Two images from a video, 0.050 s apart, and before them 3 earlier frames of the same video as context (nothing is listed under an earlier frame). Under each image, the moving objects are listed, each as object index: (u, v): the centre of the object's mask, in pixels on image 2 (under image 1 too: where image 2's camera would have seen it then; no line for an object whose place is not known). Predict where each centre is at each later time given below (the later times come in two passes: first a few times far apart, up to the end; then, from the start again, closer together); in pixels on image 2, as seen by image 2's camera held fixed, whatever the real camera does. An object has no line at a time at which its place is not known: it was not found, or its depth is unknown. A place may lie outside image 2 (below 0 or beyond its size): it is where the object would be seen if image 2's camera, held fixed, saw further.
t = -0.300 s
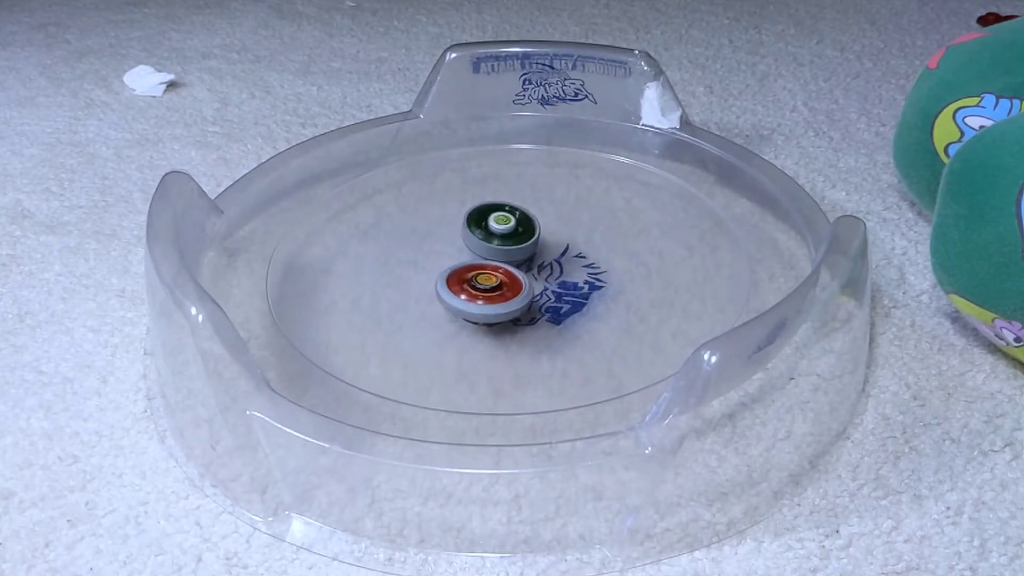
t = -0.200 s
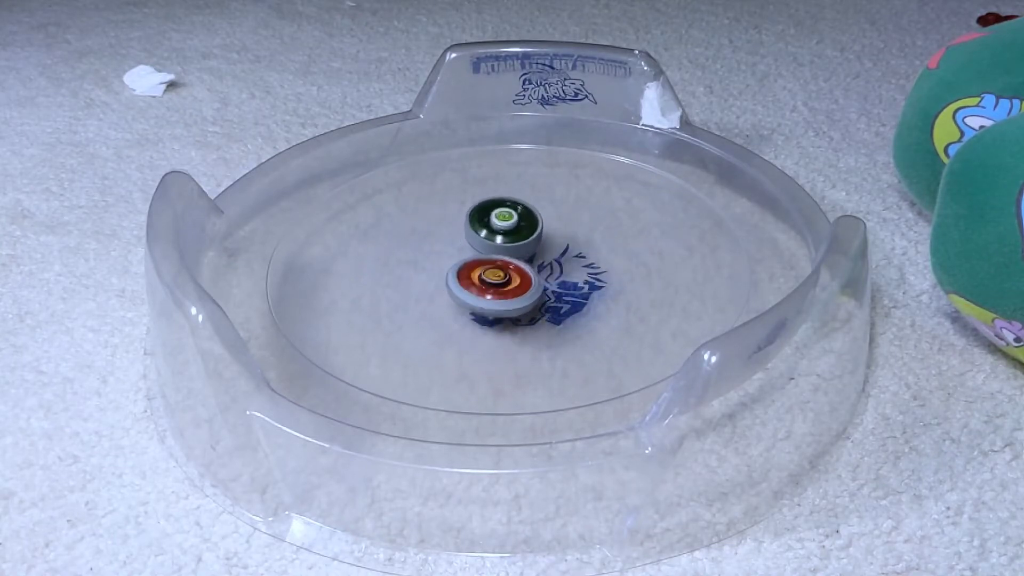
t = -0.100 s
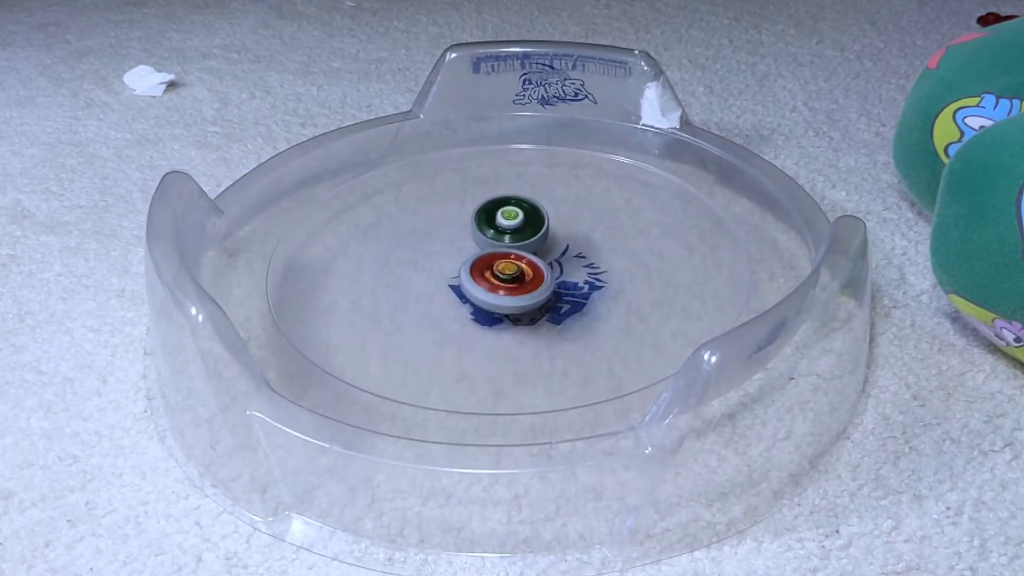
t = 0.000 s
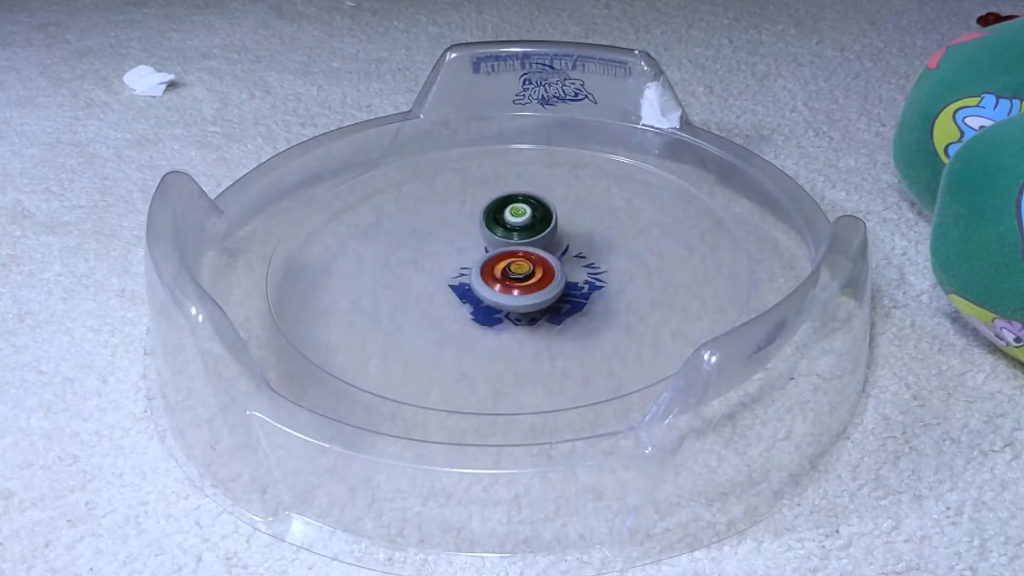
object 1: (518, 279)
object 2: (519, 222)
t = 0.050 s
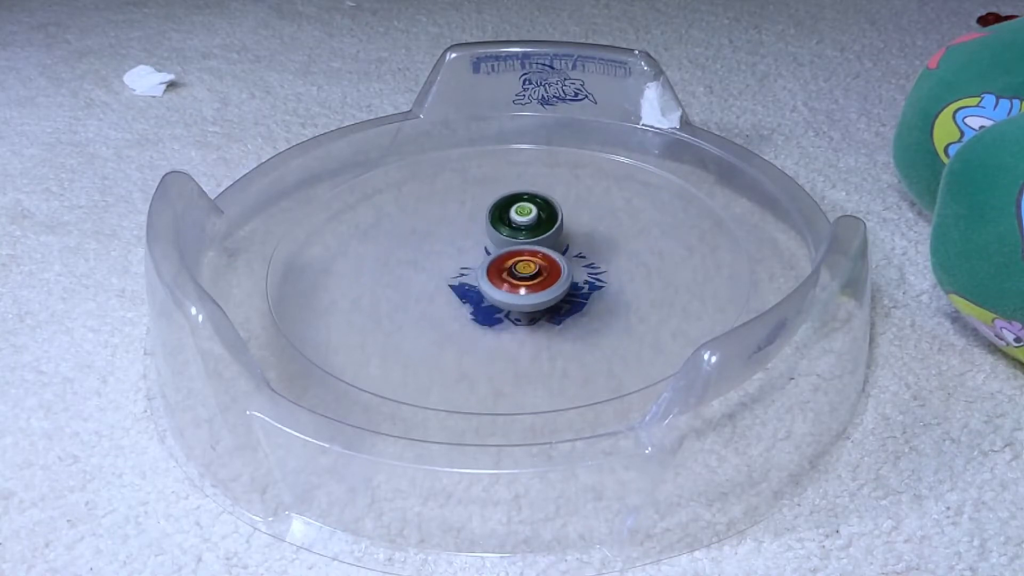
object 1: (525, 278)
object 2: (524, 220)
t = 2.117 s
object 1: (647, 253)
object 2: (455, 240)
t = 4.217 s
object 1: (484, 227)
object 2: (514, 293)
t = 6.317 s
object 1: (481, 301)
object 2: (575, 251)
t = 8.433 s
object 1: (582, 261)
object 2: (491, 235)
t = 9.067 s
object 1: (560, 269)
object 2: (468, 250)
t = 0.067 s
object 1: (527, 277)
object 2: (525, 221)
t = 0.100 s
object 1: (531, 276)
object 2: (529, 221)
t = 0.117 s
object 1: (535, 276)
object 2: (529, 221)
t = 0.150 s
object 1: (538, 274)
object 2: (532, 221)
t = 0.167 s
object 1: (541, 277)
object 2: (532, 221)
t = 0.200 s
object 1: (545, 282)
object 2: (536, 220)
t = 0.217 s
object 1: (546, 282)
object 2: (537, 219)
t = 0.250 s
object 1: (550, 283)
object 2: (540, 219)
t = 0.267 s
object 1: (552, 284)
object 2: (540, 220)
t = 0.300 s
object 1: (556, 284)
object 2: (543, 220)
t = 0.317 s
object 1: (557, 284)
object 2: (543, 221)
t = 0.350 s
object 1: (561, 285)
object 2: (545, 222)
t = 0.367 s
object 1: (561, 285)
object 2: (544, 223)
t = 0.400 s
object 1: (565, 285)
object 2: (546, 225)
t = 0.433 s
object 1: (567, 285)
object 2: (546, 226)
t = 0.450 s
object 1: (567, 285)
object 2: (547, 228)
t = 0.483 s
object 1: (569, 285)
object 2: (546, 230)
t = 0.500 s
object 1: (569, 285)
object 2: (546, 232)
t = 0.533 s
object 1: (571, 284)
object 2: (544, 234)
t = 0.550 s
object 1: (571, 284)
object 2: (544, 235)
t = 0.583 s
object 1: (572, 284)
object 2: (541, 238)
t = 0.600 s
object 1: (572, 284)
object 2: (540, 239)
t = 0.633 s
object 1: (575, 290)
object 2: (535, 237)
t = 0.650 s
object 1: (576, 291)
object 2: (534, 236)
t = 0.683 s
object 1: (574, 291)
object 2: (531, 236)
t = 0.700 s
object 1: (575, 292)
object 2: (530, 236)
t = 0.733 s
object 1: (574, 291)
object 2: (526, 238)
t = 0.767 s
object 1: (574, 292)
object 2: (522, 239)
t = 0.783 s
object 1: (574, 291)
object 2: (519, 239)
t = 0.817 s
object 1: (573, 292)
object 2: (515, 241)
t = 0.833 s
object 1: (573, 291)
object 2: (513, 241)
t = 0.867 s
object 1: (569, 291)
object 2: (508, 242)
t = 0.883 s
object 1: (570, 291)
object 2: (506, 242)
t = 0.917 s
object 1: (567, 290)
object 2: (502, 244)
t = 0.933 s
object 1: (566, 290)
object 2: (499, 243)
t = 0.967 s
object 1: (563, 288)
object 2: (496, 246)
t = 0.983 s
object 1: (561, 288)
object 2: (493, 245)
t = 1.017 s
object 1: (558, 287)
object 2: (490, 247)
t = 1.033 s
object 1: (556, 287)
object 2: (488, 246)
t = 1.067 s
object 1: (553, 285)
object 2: (485, 247)
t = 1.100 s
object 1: (549, 282)
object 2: (482, 247)
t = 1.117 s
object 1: (548, 282)
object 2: (480, 248)
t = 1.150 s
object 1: (545, 280)
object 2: (477, 248)
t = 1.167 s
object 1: (548, 281)
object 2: (474, 247)
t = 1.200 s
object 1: (556, 284)
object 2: (464, 242)
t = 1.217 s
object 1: (558, 284)
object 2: (462, 241)
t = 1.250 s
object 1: (559, 283)
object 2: (460, 239)
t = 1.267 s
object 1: (558, 282)
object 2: (460, 239)
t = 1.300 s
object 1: (559, 280)
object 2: (457, 238)
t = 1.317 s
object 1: (559, 279)
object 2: (457, 238)
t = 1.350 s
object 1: (558, 276)
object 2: (454, 236)
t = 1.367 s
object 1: (558, 275)
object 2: (455, 236)
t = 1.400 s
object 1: (558, 272)
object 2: (453, 235)
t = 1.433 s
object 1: (558, 270)
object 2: (454, 235)
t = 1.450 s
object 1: (558, 269)
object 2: (454, 234)
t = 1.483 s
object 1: (557, 267)
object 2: (457, 234)
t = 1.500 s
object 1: (557, 265)
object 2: (457, 233)
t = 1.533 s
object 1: (556, 263)
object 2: (462, 233)
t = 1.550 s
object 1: (556, 261)
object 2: (462, 234)
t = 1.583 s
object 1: (555, 259)
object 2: (468, 234)
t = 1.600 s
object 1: (555, 258)
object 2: (469, 235)
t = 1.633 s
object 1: (554, 255)
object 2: (474, 235)
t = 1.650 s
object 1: (559, 256)
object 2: (472, 236)
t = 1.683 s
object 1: (587, 260)
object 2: (454, 224)
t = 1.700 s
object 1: (598, 263)
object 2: (447, 221)
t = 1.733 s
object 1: (615, 264)
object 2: (440, 216)
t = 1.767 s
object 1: (624, 264)
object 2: (437, 215)
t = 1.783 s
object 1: (626, 263)
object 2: (436, 214)
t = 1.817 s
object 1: (631, 261)
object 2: (435, 216)
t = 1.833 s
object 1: (633, 260)
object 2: (434, 216)
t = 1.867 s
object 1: (639, 257)
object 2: (434, 217)
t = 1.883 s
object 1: (640, 257)
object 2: (434, 218)
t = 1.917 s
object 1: (643, 255)
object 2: (436, 220)
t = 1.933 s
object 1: (645, 255)
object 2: (437, 222)
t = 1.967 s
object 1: (646, 254)
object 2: (441, 225)
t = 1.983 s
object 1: (647, 254)
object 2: (442, 226)
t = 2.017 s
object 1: (649, 253)
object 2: (446, 229)
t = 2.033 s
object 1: (649, 254)
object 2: (448, 231)
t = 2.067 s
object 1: (649, 253)
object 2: (451, 234)
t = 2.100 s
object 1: (648, 253)
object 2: (454, 239)
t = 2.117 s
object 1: (647, 253)
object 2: (455, 240)
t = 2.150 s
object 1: (645, 254)
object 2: (459, 244)
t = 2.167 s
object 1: (643, 254)
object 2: (460, 244)
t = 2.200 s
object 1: (640, 255)
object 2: (464, 249)
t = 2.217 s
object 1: (637, 255)
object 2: (465, 250)
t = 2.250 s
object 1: (633, 256)
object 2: (469, 253)
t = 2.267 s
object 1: (630, 256)
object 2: (469, 255)
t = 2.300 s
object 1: (625, 257)
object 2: (472, 258)
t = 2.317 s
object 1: (621, 257)
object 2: (473, 260)
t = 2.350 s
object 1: (617, 257)
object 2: (475, 262)
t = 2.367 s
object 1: (613, 257)
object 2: (476, 265)
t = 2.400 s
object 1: (607, 257)
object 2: (476, 267)
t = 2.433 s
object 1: (599, 258)
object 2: (477, 270)
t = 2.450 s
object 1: (595, 257)
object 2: (476, 271)
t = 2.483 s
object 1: (586, 257)
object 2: (478, 275)
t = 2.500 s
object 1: (583, 257)
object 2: (477, 276)
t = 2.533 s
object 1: (574, 257)
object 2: (478, 278)
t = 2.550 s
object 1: (570, 256)
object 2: (476, 279)
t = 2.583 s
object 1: (561, 255)
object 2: (476, 281)
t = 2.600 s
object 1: (557, 250)
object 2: (475, 282)
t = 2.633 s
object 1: (549, 248)
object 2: (473, 282)
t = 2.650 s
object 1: (544, 247)
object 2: (473, 283)
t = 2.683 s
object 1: (536, 245)
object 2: (469, 284)
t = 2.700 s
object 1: (533, 243)
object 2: (470, 284)
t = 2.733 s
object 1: (525, 241)
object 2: (466, 286)
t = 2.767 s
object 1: (518, 239)
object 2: (465, 286)
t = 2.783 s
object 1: (515, 238)
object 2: (463, 286)
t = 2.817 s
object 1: (507, 235)
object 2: (463, 286)
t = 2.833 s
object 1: (505, 233)
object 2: (461, 285)
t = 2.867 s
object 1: (499, 231)
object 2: (461, 284)
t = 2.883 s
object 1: (497, 230)
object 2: (460, 284)
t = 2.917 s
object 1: (491, 227)
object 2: (459, 282)
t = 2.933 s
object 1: (489, 224)
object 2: (460, 282)
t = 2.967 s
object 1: (485, 223)
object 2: (461, 280)
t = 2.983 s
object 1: (484, 221)
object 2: (463, 278)
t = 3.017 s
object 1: (480, 220)
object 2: (463, 277)
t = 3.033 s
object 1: (480, 218)
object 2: (466, 276)
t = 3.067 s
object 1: (477, 216)
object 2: (467, 274)
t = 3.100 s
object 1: (476, 213)
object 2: (472, 273)
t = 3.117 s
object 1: (475, 213)
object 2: (473, 272)
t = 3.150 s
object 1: (475, 211)
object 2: (477, 270)
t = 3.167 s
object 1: (474, 211)
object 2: (479, 270)
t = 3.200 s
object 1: (474, 210)
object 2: (483, 269)
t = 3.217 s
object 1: (474, 210)
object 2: (486, 269)
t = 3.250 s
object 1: (475, 209)
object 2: (490, 267)
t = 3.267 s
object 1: (475, 209)
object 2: (494, 267)
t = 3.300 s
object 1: (476, 210)
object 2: (498, 267)
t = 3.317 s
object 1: (477, 210)
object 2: (501, 267)
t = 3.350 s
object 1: (479, 210)
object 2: (506, 268)
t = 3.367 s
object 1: (480, 211)
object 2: (508, 267)
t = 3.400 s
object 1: (482, 212)
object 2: (514, 268)
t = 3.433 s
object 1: (484, 214)
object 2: (518, 267)
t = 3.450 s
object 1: (486, 216)
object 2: (521, 268)
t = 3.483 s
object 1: (487, 218)
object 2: (524, 268)
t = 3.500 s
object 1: (489, 219)
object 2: (527, 268)
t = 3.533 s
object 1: (491, 222)
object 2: (529, 269)
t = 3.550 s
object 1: (492, 222)
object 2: (532, 269)
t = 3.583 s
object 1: (495, 226)
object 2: (534, 271)
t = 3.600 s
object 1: (495, 226)
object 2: (535, 272)
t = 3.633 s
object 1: (497, 229)
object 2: (536, 275)
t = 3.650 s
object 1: (499, 230)
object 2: (536, 275)
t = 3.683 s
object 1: (499, 232)
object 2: (539, 279)
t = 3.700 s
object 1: (500, 232)
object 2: (539, 280)
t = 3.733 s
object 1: (500, 236)
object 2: (540, 283)
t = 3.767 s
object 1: (501, 238)
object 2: (538, 286)
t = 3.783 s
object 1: (501, 240)
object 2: (540, 287)
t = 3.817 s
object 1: (501, 242)
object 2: (539, 289)
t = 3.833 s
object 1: (501, 244)
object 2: (538, 290)
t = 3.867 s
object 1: (501, 247)
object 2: (538, 293)
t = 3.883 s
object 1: (500, 248)
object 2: (536, 293)
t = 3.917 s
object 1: (499, 248)
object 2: (534, 296)
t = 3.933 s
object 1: (498, 246)
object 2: (534, 296)
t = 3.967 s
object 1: (500, 245)
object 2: (531, 297)
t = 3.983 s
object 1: (500, 244)
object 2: (528, 297)
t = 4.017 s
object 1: (502, 243)
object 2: (523, 296)
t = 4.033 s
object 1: (500, 243)
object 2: (523, 296)
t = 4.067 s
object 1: (497, 243)
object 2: (518, 294)
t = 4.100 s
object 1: (496, 240)
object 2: (518, 297)
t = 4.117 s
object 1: (494, 236)
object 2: (517, 296)
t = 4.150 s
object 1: (490, 231)
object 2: (516, 297)
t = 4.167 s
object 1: (489, 230)
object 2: (513, 296)
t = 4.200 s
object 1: (486, 227)
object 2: (512, 295)
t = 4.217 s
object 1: (484, 227)
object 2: (514, 293)
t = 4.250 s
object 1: (483, 226)
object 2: (513, 291)
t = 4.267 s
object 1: (482, 225)
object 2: (515, 289)
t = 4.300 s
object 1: (480, 223)
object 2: (516, 287)
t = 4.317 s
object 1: (479, 223)
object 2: (518, 285)
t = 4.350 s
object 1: (478, 221)
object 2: (522, 284)
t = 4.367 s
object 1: (478, 221)
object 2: (522, 282)
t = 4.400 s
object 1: (477, 221)
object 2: (528, 280)
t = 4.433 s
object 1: (478, 220)
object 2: (530, 278)
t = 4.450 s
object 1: (478, 220)
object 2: (533, 276)
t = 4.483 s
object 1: (479, 220)
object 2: (538, 275)
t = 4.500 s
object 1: (479, 221)
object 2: (540, 273)
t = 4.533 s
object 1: (481, 221)
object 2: (546, 272)
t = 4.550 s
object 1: (482, 222)
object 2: (547, 271)
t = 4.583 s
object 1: (483, 223)
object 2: (554, 269)
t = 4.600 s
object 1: (484, 223)
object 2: (555, 269)
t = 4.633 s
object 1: (485, 224)
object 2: (560, 267)
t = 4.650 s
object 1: (486, 225)
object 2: (563, 267)
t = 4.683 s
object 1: (487, 226)
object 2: (565, 266)
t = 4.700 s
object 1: (488, 228)
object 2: (568, 266)
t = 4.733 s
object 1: (489, 230)
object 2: (571, 267)
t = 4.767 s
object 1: (491, 232)
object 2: (574, 266)
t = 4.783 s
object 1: (492, 234)
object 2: (576, 267)
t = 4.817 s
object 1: (493, 237)
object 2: (577, 267)
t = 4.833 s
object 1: (494, 238)
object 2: (579, 268)
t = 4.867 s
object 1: (495, 241)
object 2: (578, 270)
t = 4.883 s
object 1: (495, 242)
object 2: (579, 270)
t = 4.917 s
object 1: (495, 245)
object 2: (579, 272)
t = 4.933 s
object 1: (495, 247)
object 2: (578, 272)
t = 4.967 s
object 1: (496, 249)
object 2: (578, 273)
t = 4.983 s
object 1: (496, 252)
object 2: (576, 274)
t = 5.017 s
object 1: (495, 255)
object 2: (575, 275)
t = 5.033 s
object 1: (495, 257)
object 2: (572, 275)
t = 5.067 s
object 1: (491, 258)
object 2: (570, 278)
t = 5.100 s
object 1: (489, 260)
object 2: (567, 280)
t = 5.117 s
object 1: (479, 254)
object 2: (570, 280)
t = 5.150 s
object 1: (460, 249)
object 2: (577, 284)
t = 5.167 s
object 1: (450, 247)
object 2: (577, 286)
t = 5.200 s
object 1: (435, 243)
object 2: (576, 287)
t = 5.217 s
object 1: (430, 243)
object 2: (574, 288)
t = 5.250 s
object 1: (422, 241)
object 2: (569, 286)
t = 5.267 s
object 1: (421, 241)
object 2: (568, 285)
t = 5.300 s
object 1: (416, 241)
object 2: (566, 284)
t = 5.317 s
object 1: (413, 241)
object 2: (564, 283)
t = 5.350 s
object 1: (409, 240)
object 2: (564, 282)
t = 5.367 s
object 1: (408, 240)
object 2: (562, 281)
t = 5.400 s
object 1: (406, 239)
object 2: (560, 278)
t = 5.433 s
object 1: (404, 240)
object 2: (559, 277)
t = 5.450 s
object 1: (403, 239)
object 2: (558, 275)
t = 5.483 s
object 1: (403, 238)
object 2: (559, 273)
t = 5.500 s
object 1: (403, 238)
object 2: (558, 272)
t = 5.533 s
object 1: (405, 238)
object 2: (558, 269)
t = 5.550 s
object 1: (406, 238)
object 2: (559, 268)
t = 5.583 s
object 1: (407, 237)
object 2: (559, 265)
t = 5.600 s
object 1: (410, 238)
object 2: (561, 264)
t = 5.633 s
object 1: (412, 238)
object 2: (562, 262)
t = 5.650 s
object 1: (414, 238)
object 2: (562, 260)
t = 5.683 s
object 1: (419, 240)
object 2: (565, 259)
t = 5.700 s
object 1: (420, 241)
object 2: (565, 258)
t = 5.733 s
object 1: (427, 243)
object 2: (567, 255)
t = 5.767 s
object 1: (433, 244)
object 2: (569, 255)
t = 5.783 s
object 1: (437, 246)
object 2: (570, 253)
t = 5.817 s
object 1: (443, 248)
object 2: (574, 252)
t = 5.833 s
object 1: (447, 249)
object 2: (574, 252)
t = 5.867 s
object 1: (454, 252)
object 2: (576, 249)
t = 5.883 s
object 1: (457, 254)
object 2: (578, 249)
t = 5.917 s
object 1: (464, 257)
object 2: (579, 248)
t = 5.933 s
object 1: (468, 259)
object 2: (581, 247)
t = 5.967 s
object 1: (474, 261)
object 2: (583, 248)
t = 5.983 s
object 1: (477, 263)
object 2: (583, 248)
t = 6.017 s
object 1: (482, 266)
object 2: (585, 248)
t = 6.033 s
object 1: (486, 268)
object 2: (584, 249)
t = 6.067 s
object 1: (491, 272)
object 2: (584, 249)
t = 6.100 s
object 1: (496, 275)
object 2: (582, 251)
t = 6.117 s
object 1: (499, 277)
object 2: (581, 251)
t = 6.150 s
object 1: (503, 280)
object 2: (581, 252)
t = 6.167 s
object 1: (503, 283)
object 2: (580, 252)
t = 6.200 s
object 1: (502, 286)
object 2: (579, 252)
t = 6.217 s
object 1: (503, 286)
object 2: (578, 253)
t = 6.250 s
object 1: (497, 292)
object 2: (576, 252)
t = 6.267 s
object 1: (490, 296)
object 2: (578, 252)
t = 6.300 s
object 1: (482, 301)
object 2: (577, 252)
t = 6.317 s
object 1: (481, 301)
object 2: (575, 251)
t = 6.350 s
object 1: (478, 303)
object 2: (574, 249)
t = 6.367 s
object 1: (475, 304)
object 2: (573, 250)
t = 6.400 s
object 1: (471, 305)
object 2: (569, 248)
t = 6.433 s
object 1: (466, 307)
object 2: (567, 247)
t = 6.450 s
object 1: (464, 307)
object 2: (565, 247)
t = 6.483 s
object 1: (460, 307)
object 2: (563, 245)
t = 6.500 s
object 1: (457, 308)
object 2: (561, 245)
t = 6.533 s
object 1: (451, 307)
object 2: (557, 244)
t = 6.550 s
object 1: (451, 307)
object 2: (557, 244)
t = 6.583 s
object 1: (446, 306)
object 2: (553, 243)
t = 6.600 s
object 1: (443, 305)
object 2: (551, 242)
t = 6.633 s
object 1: (440, 303)
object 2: (550, 241)
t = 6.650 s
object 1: (440, 303)
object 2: (548, 241)
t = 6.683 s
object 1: (438, 300)
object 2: (545, 239)
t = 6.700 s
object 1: (437, 299)
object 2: (545, 239)
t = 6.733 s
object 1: (436, 296)
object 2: (541, 238)
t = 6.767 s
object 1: (437, 294)
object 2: (540, 236)
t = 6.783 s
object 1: (438, 293)
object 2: (539, 236)
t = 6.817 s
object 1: (441, 290)
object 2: (536, 234)
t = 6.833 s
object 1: (442, 288)
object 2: (535, 234)
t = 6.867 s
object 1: (447, 285)
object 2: (533, 234)
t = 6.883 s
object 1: (450, 283)
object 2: (531, 233)
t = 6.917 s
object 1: (455, 282)
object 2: (531, 232)
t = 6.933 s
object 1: (459, 280)
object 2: (529, 232)
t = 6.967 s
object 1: (466, 278)
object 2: (528, 230)
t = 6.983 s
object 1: (469, 277)
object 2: (528, 230)
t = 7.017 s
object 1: (477, 275)
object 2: (526, 228)
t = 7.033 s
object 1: (481, 275)
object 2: (526, 226)
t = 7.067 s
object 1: (479, 279)
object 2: (532, 222)
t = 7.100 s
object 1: (479, 283)
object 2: (536, 220)
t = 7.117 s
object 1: (480, 284)
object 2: (538, 220)
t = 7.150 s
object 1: (485, 286)
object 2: (537, 220)
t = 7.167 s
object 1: (489, 286)
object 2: (537, 219)
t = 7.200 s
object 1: (497, 287)
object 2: (538, 219)
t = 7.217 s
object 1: (501, 288)
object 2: (538, 219)
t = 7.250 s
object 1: (508, 291)
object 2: (540, 218)
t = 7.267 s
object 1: (510, 291)
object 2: (542, 221)
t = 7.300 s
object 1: (516, 292)
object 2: (542, 222)
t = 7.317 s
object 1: (519, 292)
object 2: (542, 222)
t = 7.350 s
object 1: (524, 294)
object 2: (543, 224)
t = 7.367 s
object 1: (526, 296)
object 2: (542, 225)
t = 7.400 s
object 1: (530, 297)
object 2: (541, 224)
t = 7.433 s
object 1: (534, 298)
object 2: (539, 227)
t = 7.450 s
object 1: (535, 299)
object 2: (538, 227)
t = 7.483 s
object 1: (537, 301)
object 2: (537, 229)
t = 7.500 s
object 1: (539, 301)
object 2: (535, 230)
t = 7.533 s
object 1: (541, 302)
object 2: (532, 231)
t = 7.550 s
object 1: (540, 303)
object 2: (532, 231)
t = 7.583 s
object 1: (542, 304)
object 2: (526, 233)
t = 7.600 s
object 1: (541, 303)
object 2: (525, 234)
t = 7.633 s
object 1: (539, 304)
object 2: (522, 235)
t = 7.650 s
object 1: (541, 304)
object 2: (519, 235)
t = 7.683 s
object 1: (541, 304)
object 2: (516, 235)
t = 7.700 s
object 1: (539, 305)
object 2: (513, 236)
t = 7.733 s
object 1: (539, 304)
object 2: (508, 236)
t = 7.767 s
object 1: (537, 304)
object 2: (505, 237)
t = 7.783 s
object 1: (537, 303)
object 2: (502, 237)
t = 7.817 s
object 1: (537, 303)
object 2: (499, 236)
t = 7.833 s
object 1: (536, 303)
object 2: (498, 235)
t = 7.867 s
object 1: (536, 301)
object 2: (493, 235)
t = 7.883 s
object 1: (535, 300)
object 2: (492, 234)
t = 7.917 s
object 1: (533, 298)
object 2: (491, 232)
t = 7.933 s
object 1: (535, 297)
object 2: (489, 232)
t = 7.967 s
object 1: (534, 294)
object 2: (488, 229)
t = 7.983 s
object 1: (533, 293)
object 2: (488, 230)
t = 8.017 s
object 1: (535, 291)
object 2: (486, 228)
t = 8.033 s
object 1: (535, 289)
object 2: (486, 227)
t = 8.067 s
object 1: (536, 285)
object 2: (485, 227)
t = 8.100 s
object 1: (538, 283)
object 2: (486, 225)
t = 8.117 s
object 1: (539, 281)
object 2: (487, 225)
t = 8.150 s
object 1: (542, 277)
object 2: (487, 225)
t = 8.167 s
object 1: (543, 276)
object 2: (488, 225)
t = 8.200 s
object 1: (547, 273)
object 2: (490, 225)
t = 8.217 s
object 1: (549, 270)
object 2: (490, 226)
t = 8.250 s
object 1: (553, 267)
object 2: (491, 227)
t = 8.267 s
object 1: (555, 266)
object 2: (492, 228)
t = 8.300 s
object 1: (559, 263)
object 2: (492, 231)
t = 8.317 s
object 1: (561, 261)
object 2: (493, 231)
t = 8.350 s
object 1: (567, 261)
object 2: (494, 233)
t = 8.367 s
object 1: (572, 261)
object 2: (492, 233)
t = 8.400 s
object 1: (577, 262)
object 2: (493, 232)
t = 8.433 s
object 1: (582, 261)
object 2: (491, 235)
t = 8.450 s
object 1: (585, 261)
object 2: (490, 235)
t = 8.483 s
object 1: (589, 260)
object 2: (489, 238)
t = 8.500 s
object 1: (591, 259)
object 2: (486, 239)
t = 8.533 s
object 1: (596, 260)
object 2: (484, 239)
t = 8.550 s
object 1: (597, 261)
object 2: (484, 240)
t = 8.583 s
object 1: (601, 260)
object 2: (481, 241)
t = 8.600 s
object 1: (602, 261)
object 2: (479, 241)
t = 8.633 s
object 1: (603, 263)
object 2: (478, 243)
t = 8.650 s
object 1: (604, 263)
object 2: (476, 244)
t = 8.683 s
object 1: (605, 265)
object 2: (474, 244)
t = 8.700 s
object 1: (604, 266)
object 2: (474, 244)
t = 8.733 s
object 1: (604, 267)
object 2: (470, 245)
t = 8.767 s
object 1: (602, 269)
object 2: (469, 245)
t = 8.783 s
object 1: (600, 271)
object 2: (468, 245)
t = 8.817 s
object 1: (597, 272)
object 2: (464, 245)
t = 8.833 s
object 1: (596, 271)
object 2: (464, 246)
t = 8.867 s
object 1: (591, 272)
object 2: (462, 247)
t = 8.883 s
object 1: (589, 270)
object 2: (460, 247)
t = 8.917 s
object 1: (584, 274)
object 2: (461, 246)
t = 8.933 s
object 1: (579, 274)
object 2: (461, 247)
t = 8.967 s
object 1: (575, 276)
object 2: (461, 247)
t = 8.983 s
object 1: (572, 276)
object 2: (462, 247)
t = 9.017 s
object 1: (566, 276)
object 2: (464, 249)
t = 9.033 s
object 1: (565, 270)
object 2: (464, 250)
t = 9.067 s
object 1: (560, 269)
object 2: (468, 250)
